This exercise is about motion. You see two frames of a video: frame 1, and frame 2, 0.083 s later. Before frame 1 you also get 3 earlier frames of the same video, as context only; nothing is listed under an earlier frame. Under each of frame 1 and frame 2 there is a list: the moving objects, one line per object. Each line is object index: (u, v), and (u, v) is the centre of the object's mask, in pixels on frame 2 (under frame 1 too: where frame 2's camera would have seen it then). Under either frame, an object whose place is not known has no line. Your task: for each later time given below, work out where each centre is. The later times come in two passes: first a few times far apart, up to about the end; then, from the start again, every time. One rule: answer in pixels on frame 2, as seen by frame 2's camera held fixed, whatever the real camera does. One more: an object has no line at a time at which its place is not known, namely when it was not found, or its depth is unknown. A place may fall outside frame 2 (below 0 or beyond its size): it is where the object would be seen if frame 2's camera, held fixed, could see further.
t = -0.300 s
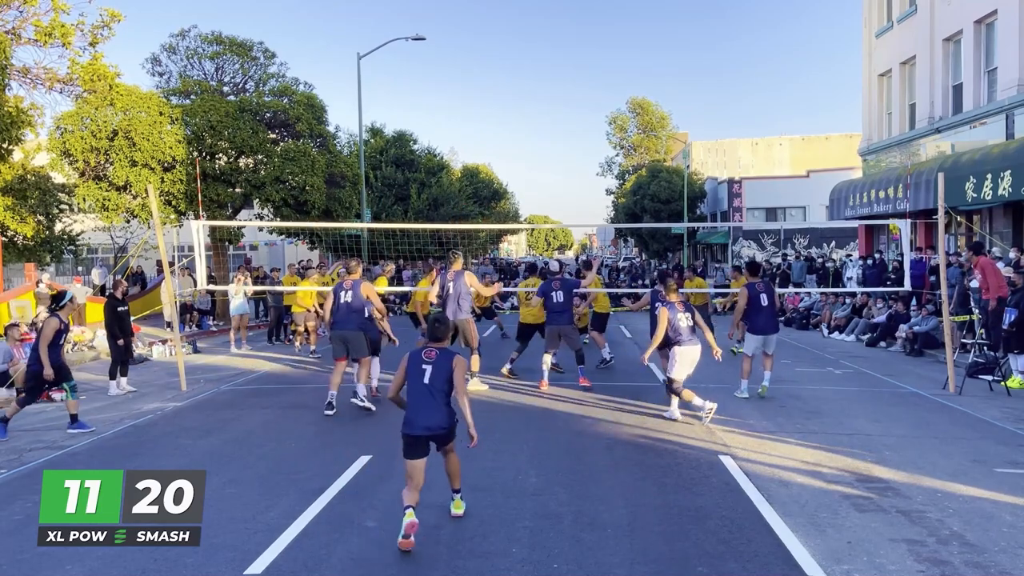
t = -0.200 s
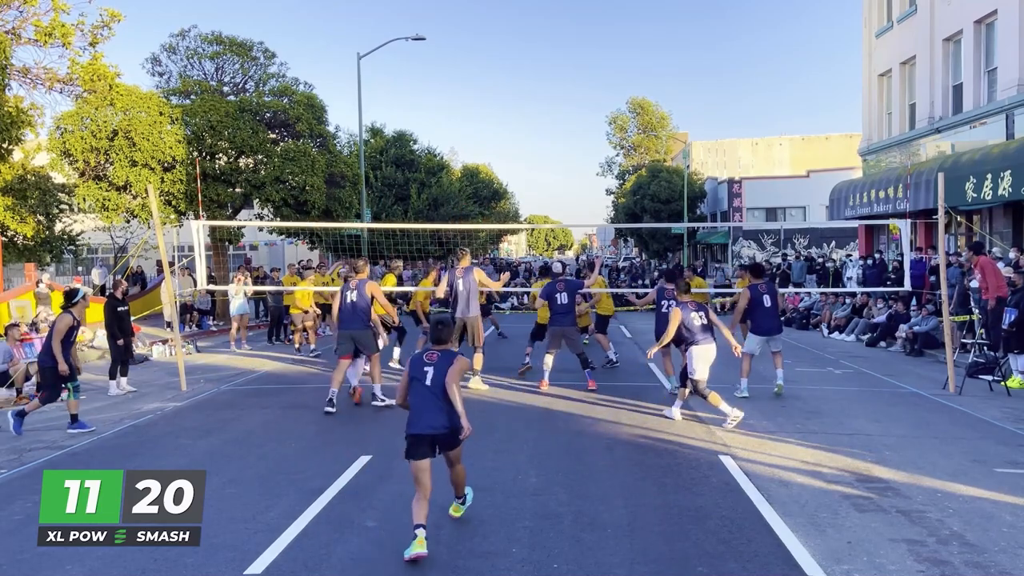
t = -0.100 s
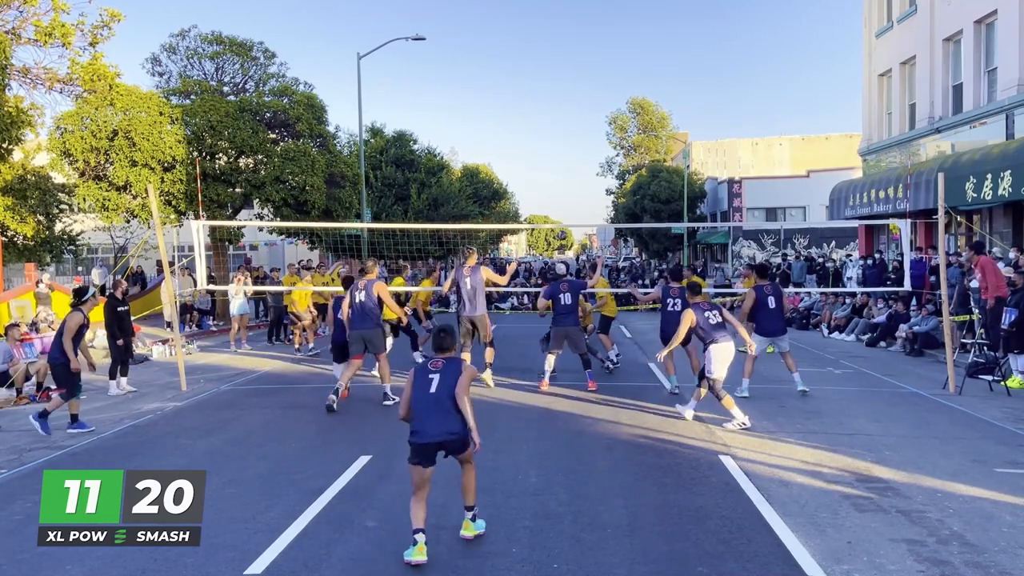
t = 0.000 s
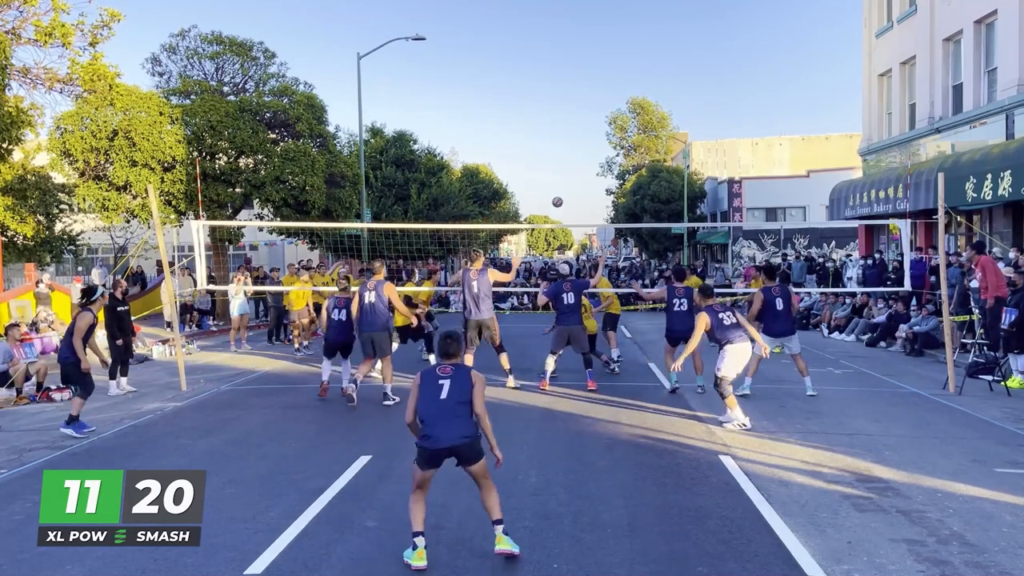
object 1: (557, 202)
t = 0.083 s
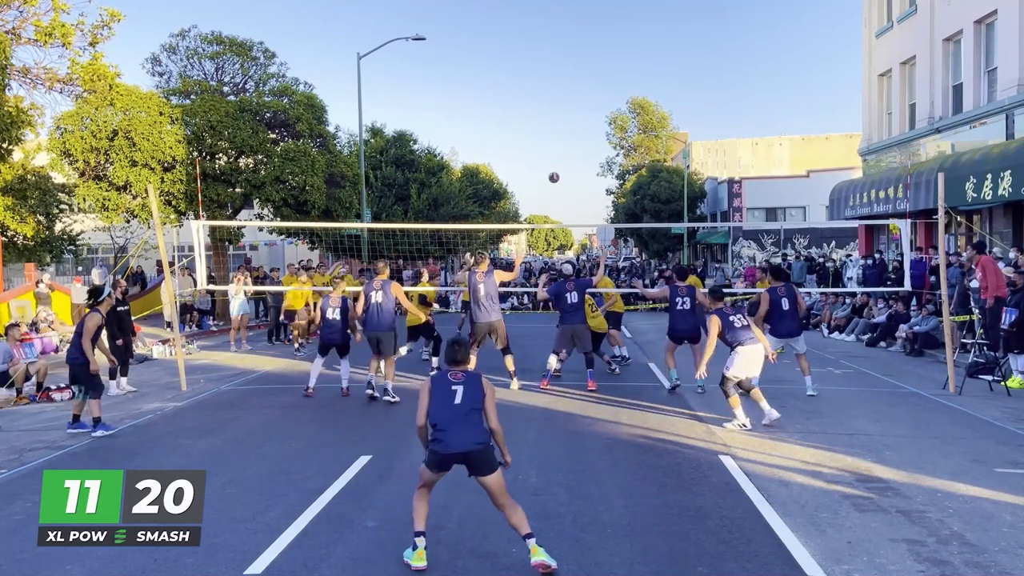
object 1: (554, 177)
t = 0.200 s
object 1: (549, 148)
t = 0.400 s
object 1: (540, 111)
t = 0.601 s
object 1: (530, 96)
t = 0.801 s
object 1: (520, 104)
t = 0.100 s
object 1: (553, 173)
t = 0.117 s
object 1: (552, 168)
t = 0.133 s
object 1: (552, 164)
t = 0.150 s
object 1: (551, 160)
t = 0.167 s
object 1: (550, 156)
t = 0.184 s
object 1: (550, 151)
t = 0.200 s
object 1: (549, 148)
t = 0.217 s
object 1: (548, 144)
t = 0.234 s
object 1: (547, 141)
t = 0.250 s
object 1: (547, 137)
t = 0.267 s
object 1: (546, 134)
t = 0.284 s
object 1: (545, 130)
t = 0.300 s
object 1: (544, 127)
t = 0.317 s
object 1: (544, 124)
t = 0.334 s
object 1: (543, 121)
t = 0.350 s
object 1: (542, 119)
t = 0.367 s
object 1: (541, 116)
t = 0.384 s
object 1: (540, 114)
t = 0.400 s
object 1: (540, 111)
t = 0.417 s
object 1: (539, 109)
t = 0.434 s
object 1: (538, 107)
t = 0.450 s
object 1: (537, 105)
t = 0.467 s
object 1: (536, 104)
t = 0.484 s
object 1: (536, 102)
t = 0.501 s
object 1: (535, 101)
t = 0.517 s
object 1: (534, 99)
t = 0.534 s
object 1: (533, 98)
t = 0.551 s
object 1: (532, 98)
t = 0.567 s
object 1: (532, 97)
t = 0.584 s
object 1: (531, 96)
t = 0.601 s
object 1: (530, 96)
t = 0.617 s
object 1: (529, 95)
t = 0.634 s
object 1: (528, 95)
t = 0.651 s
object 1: (527, 95)
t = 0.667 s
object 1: (526, 95)
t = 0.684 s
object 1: (526, 96)
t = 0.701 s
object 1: (525, 96)
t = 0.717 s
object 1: (524, 97)
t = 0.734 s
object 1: (523, 98)
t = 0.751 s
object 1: (522, 100)
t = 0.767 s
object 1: (522, 101)
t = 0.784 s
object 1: (521, 102)
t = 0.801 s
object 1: (520, 104)
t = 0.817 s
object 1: (519, 106)
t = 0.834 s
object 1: (518, 108)
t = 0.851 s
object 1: (517, 110)
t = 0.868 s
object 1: (516, 113)
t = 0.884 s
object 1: (516, 115)
